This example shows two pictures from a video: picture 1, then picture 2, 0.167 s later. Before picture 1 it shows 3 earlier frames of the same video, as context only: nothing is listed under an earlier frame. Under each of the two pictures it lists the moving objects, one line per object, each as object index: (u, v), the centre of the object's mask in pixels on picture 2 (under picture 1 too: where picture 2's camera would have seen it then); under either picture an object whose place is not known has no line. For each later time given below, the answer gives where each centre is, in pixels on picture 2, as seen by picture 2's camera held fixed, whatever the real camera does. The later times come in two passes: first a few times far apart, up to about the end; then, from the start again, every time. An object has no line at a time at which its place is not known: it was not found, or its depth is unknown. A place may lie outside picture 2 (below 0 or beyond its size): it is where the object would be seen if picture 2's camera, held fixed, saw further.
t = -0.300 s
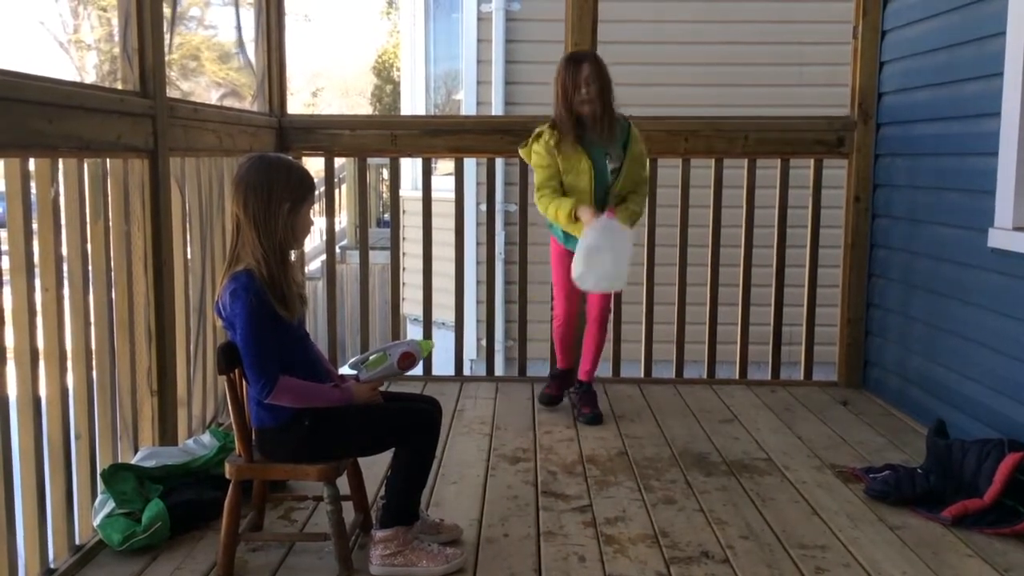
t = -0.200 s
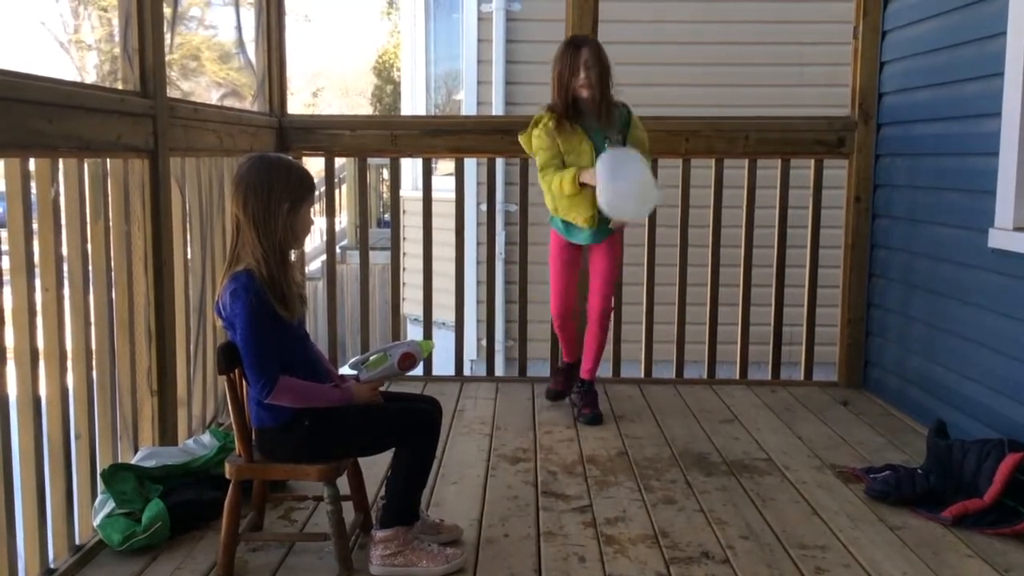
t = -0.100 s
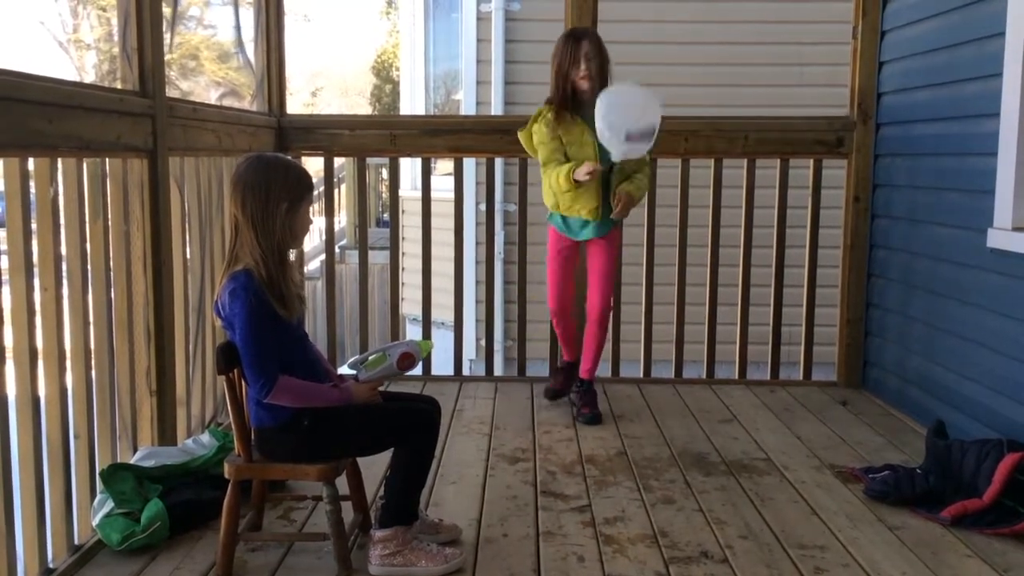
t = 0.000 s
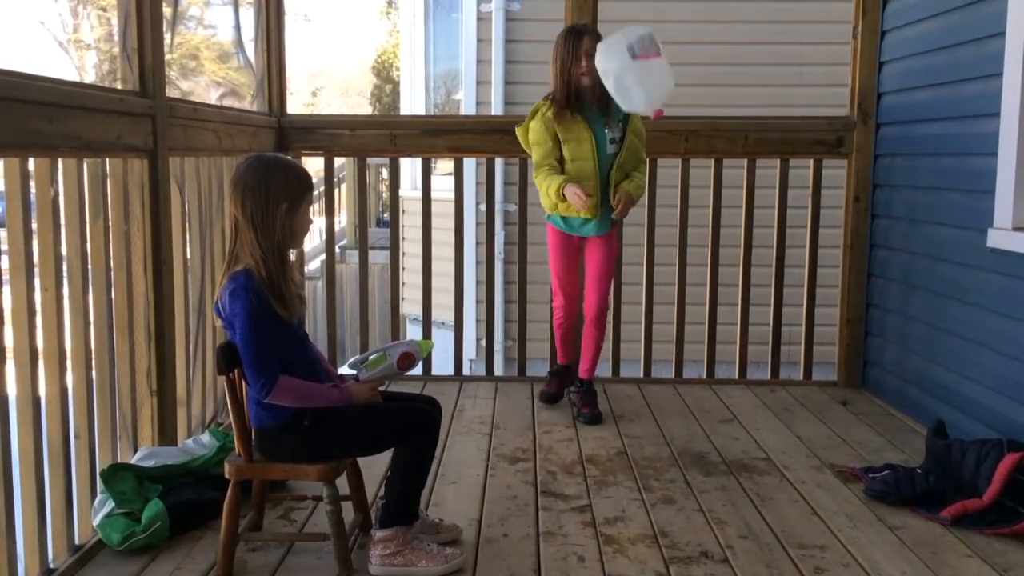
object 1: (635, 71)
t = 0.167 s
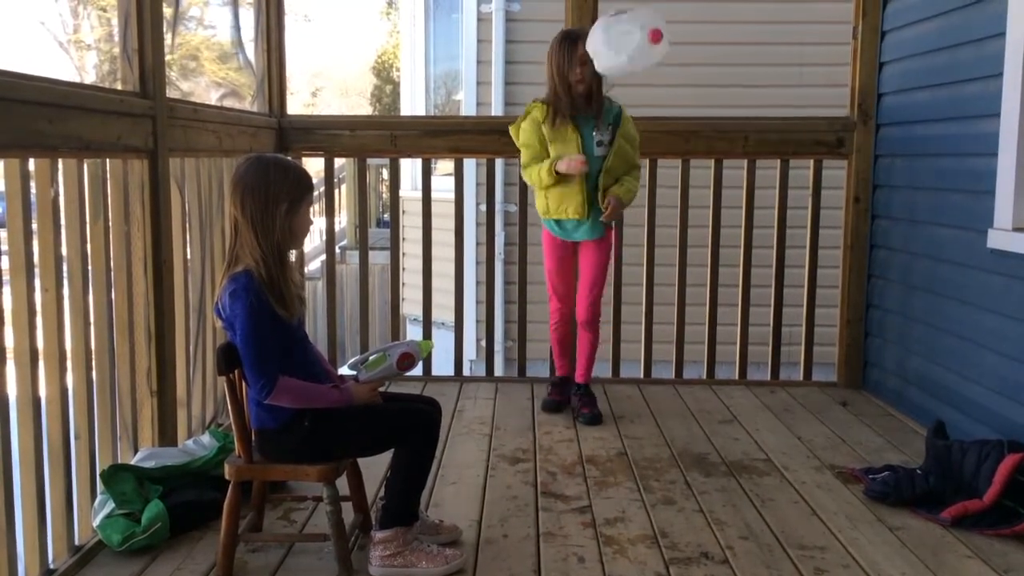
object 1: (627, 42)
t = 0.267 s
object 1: (622, 79)
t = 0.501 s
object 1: (606, 310)
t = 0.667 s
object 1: (592, 434)
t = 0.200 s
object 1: (625, 51)
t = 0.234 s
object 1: (623, 63)
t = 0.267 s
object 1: (622, 79)
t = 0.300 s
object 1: (620, 99)
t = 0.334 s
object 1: (618, 123)
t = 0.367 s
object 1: (616, 152)
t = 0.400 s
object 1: (614, 184)
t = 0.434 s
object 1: (611, 221)
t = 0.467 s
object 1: (609, 264)
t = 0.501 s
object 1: (606, 310)
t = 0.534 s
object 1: (602, 362)
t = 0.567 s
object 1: (601, 416)
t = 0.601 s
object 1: (598, 438)
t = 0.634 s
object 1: (592, 436)
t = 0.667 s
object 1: (592, 434)
